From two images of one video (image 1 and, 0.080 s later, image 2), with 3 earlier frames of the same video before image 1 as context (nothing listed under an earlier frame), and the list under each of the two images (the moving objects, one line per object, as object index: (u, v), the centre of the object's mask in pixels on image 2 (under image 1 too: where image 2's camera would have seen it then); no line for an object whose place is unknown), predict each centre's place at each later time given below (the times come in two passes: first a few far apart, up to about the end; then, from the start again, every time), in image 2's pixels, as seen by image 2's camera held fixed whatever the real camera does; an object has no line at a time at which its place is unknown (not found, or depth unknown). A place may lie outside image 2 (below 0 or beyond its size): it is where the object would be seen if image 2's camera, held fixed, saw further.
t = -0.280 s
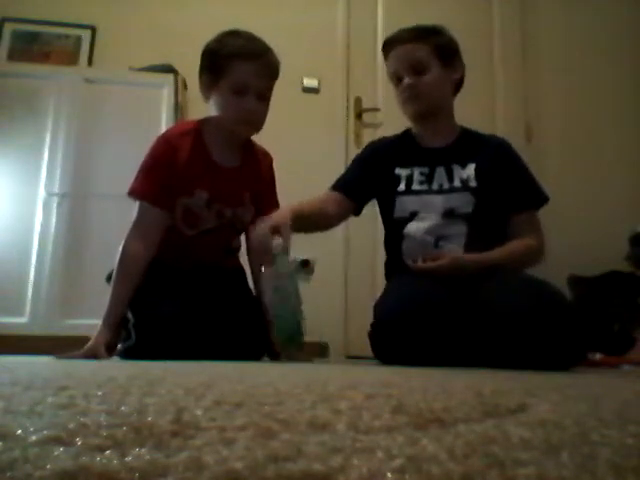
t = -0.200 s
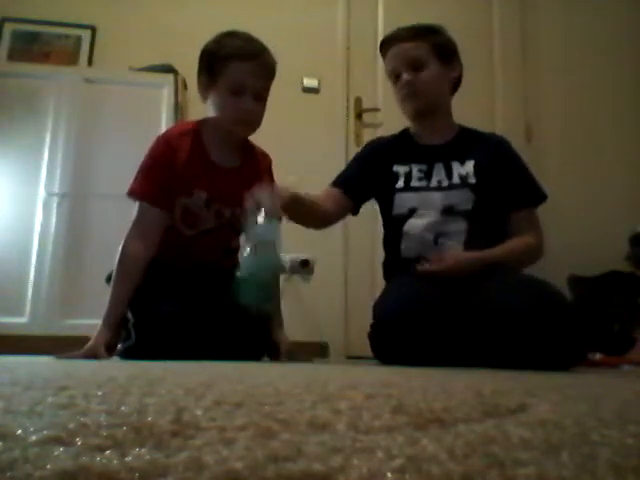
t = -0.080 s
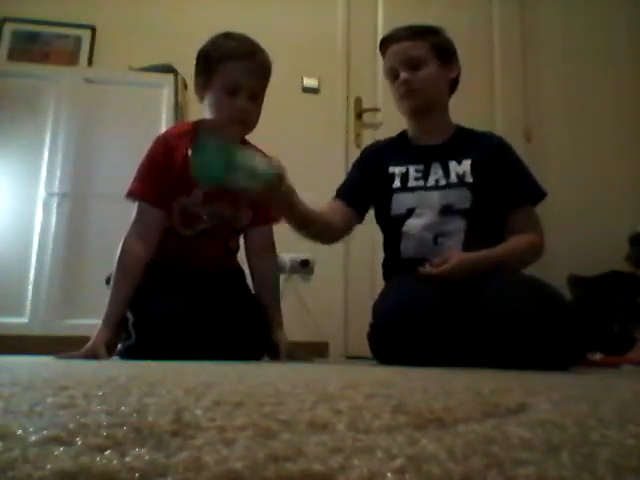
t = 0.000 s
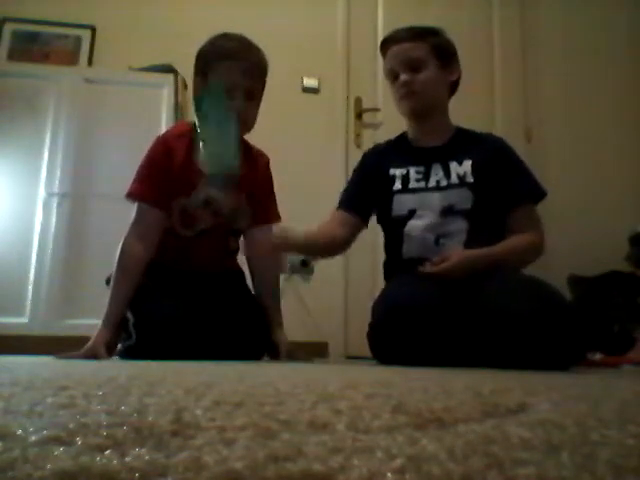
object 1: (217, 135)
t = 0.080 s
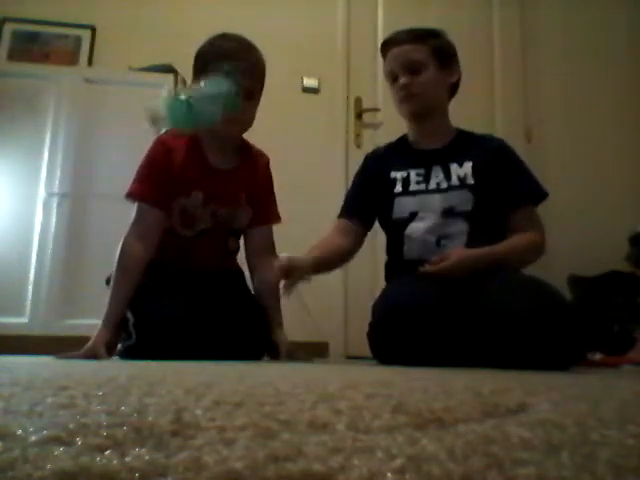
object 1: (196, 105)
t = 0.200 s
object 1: (178, 144)
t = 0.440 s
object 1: (166, 305)
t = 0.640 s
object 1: (170, 329)
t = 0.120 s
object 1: (189, 105)
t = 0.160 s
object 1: (186, 121)
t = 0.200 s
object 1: (178, 144)
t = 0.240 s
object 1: (172, 184)
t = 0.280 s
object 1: (166, 246)
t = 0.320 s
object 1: (155, 298)
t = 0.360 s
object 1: (158, 301)
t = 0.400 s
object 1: (163, 304)
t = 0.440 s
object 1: (166, 305)
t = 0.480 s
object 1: (168, 308)
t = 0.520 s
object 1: (168, 311)
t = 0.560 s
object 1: (168, 315)
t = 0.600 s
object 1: (170, 320)
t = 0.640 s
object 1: (170, 329)
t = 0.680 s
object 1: (170, 343)
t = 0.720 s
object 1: (172, 344)
